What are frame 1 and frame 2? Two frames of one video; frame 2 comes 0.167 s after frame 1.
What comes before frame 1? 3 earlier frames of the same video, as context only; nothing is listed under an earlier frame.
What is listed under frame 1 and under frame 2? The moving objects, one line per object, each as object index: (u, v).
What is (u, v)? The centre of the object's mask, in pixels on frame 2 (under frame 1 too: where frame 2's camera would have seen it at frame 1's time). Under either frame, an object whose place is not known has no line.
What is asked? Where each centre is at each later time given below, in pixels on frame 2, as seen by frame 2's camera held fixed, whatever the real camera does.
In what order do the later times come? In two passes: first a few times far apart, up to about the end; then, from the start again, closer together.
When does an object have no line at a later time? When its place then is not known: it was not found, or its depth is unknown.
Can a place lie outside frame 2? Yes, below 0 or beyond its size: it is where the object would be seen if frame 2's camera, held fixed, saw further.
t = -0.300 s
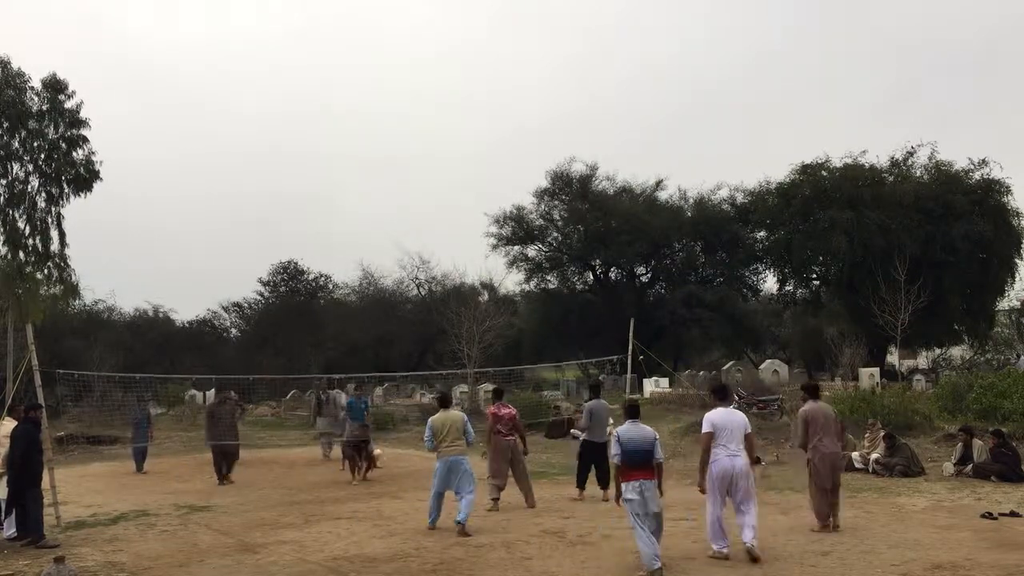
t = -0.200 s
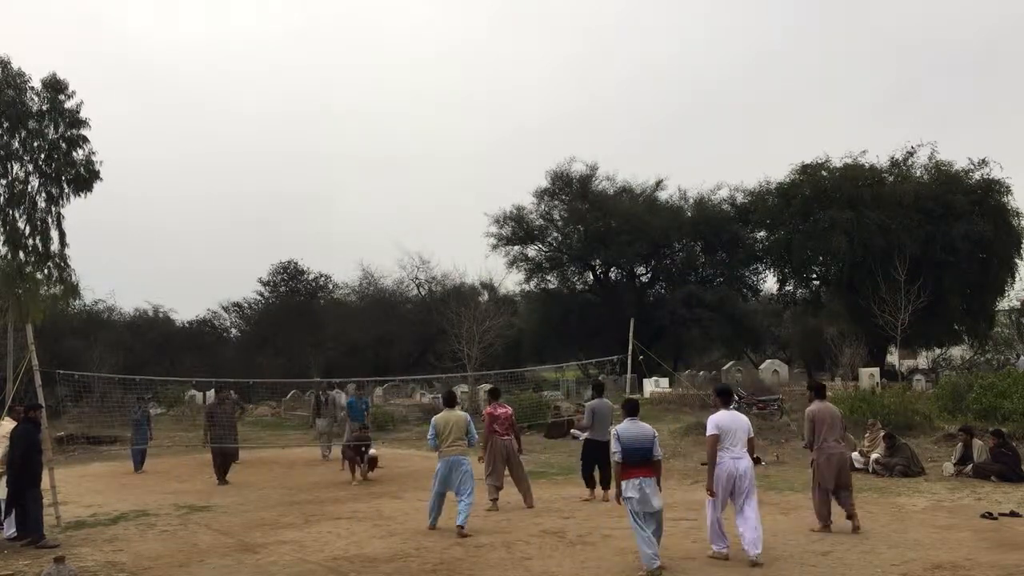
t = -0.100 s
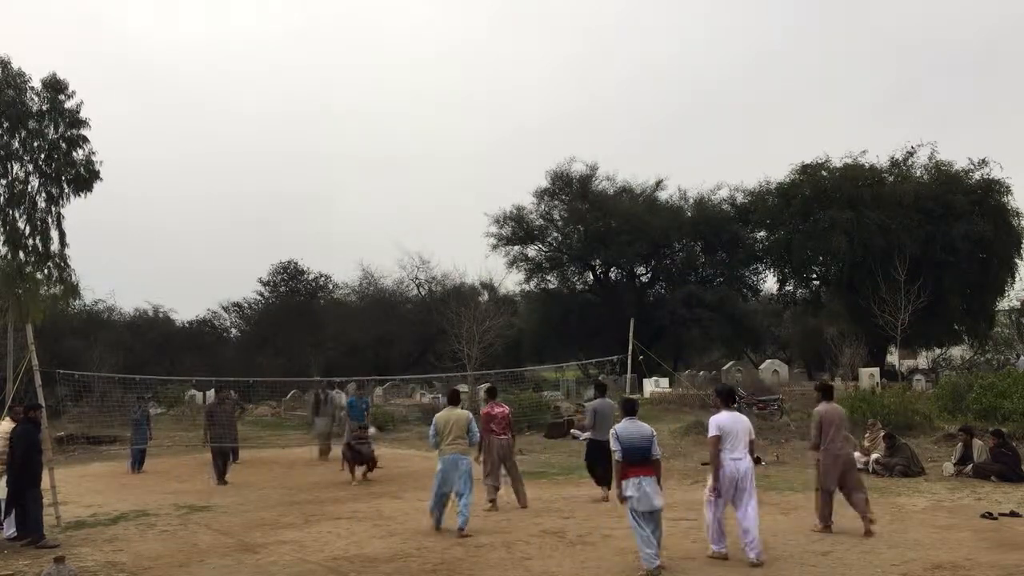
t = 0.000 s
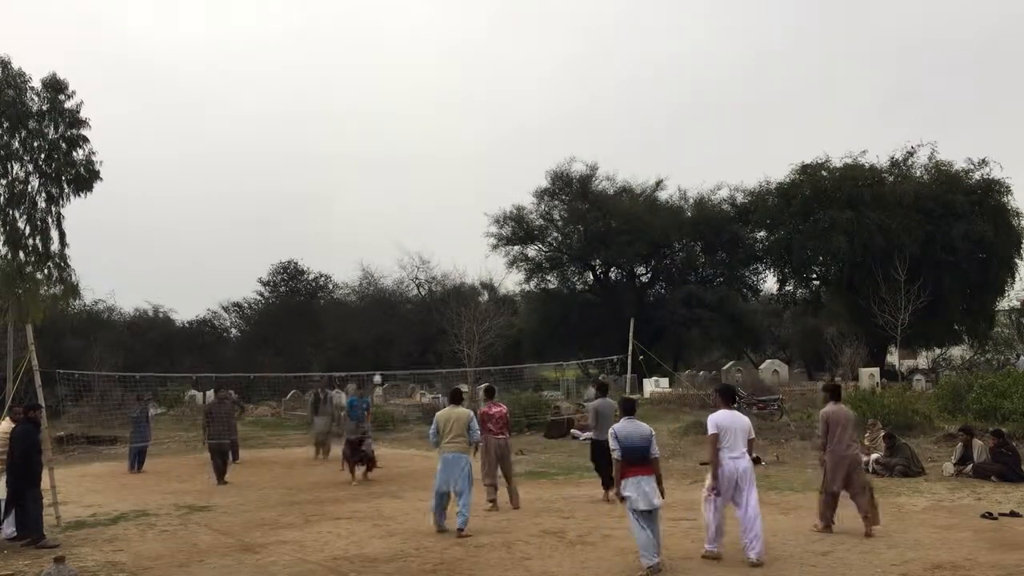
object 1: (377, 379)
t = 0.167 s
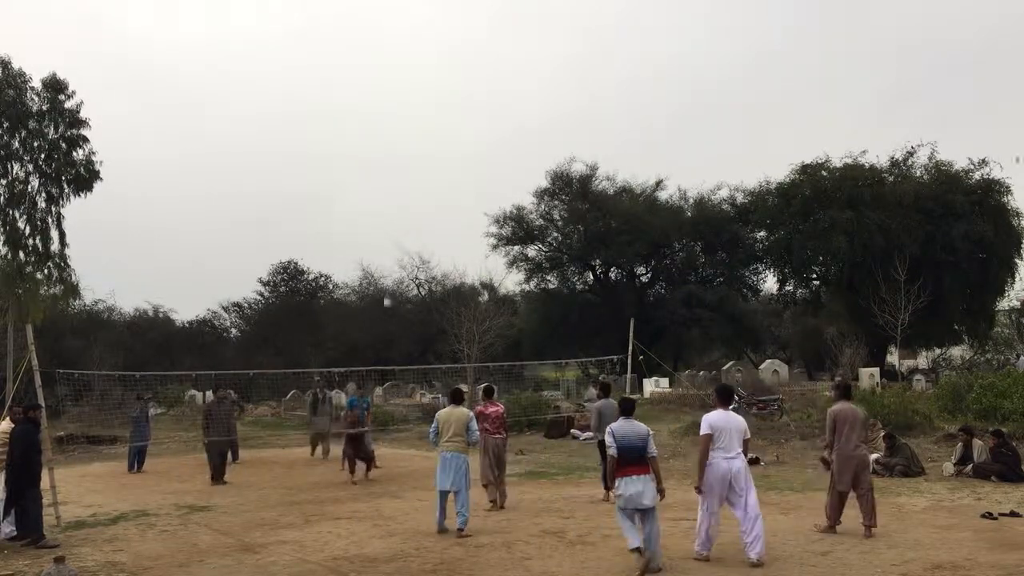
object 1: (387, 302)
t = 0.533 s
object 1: (413, 186)
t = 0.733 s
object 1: (430, 153)
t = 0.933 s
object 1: (449, 146)
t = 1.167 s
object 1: (474, 177)
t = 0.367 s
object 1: (400, 231)
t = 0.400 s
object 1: (402, 221)
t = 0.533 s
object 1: (413, 186)
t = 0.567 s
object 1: (415, 179)
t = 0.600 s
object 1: (418, 171)
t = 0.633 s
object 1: (421, 166)
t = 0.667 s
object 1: (424, 160)
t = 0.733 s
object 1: (430, 153)
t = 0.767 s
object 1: (433, 150)
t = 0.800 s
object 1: (436, 147)
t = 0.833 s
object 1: (439, 146)
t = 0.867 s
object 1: (442, 145)
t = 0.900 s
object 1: (445, 145)
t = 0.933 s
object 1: (449, 146)
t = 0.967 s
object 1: (452, 148)
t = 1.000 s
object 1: (456, 150)
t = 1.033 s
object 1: (460, 154)
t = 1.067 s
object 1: (463, 159)
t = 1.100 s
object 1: (466, 164)
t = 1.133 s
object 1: (470, 170)
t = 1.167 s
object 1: (474, 177)
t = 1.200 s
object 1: (478, 185)
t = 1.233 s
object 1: (482, 194)
